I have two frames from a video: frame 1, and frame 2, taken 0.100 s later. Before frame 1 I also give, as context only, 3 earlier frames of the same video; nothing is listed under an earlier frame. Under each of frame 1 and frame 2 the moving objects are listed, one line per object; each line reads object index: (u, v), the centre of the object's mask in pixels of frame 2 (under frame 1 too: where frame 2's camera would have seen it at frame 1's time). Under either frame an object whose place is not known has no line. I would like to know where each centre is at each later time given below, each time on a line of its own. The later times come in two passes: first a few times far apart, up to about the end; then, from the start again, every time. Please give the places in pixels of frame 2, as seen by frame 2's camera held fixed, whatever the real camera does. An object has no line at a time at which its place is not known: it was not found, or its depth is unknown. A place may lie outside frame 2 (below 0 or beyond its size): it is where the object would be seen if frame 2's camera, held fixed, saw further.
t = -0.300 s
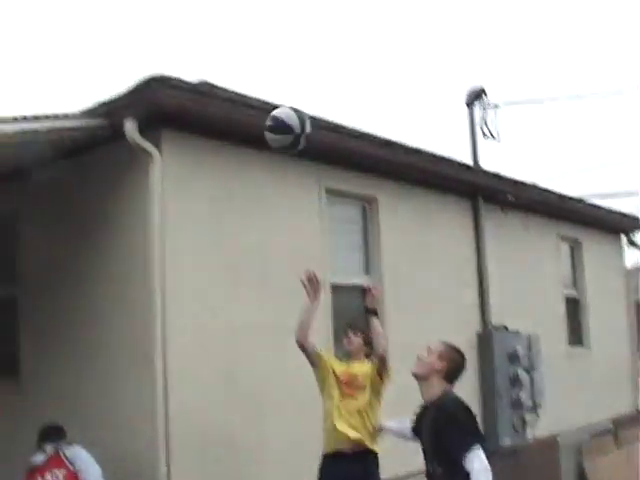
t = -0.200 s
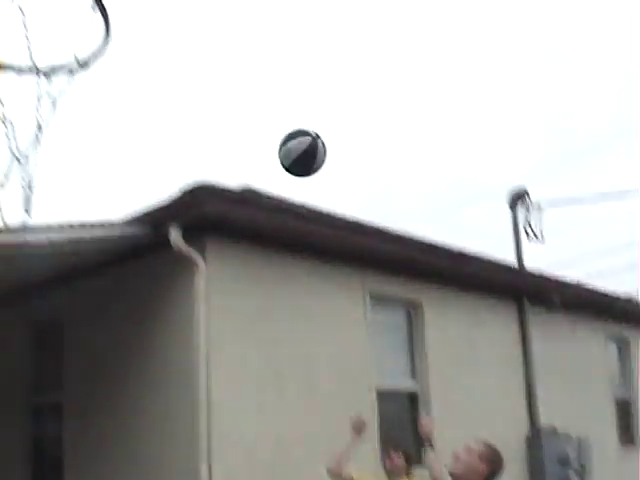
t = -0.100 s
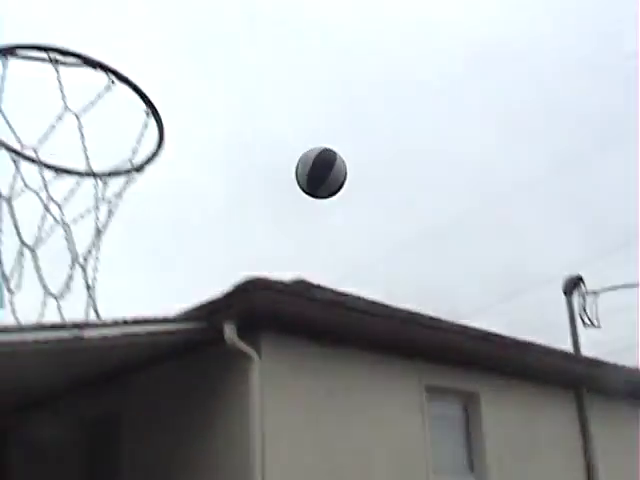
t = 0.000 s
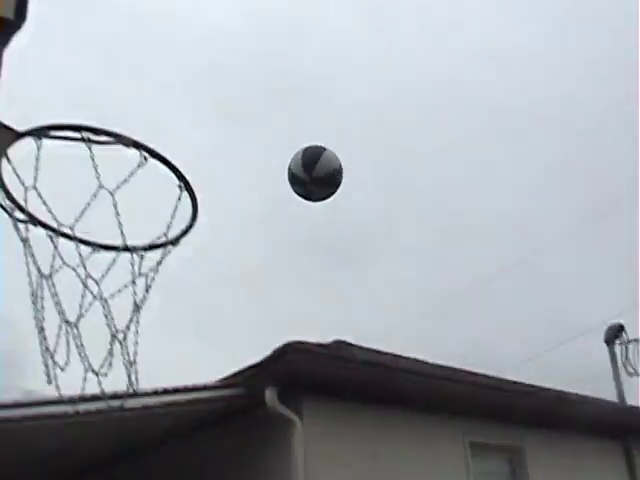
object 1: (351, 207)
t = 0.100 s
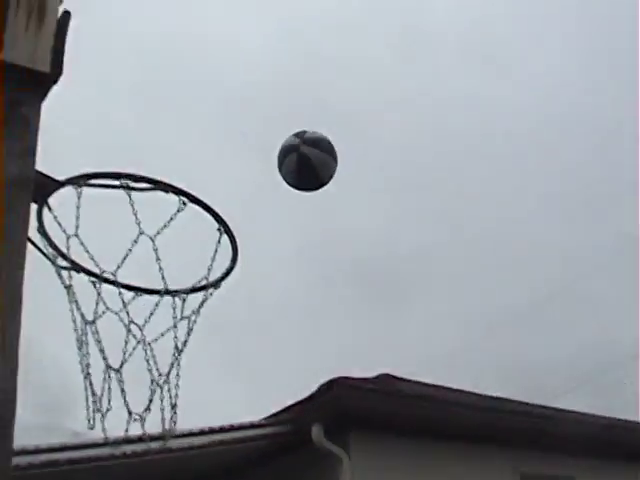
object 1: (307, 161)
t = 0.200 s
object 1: (257, 124)
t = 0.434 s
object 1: (71, 124)
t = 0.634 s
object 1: (272, 172)
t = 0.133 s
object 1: (292, 147)
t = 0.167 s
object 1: (275, 135)
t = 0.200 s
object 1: (257, 124)
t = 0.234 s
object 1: (236, 115)
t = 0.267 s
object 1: (214, 109)
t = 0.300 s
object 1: (190, 104)
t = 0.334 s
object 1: (162, 103)
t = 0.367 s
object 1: (131, 104)
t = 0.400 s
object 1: (95, 110)
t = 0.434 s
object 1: (71, 124)
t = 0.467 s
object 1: (70, 142)
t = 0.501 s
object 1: (104, 138)
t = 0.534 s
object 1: (148, 141)
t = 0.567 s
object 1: (191, 148)
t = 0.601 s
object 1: (233, 158)
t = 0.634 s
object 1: (272, 172)
